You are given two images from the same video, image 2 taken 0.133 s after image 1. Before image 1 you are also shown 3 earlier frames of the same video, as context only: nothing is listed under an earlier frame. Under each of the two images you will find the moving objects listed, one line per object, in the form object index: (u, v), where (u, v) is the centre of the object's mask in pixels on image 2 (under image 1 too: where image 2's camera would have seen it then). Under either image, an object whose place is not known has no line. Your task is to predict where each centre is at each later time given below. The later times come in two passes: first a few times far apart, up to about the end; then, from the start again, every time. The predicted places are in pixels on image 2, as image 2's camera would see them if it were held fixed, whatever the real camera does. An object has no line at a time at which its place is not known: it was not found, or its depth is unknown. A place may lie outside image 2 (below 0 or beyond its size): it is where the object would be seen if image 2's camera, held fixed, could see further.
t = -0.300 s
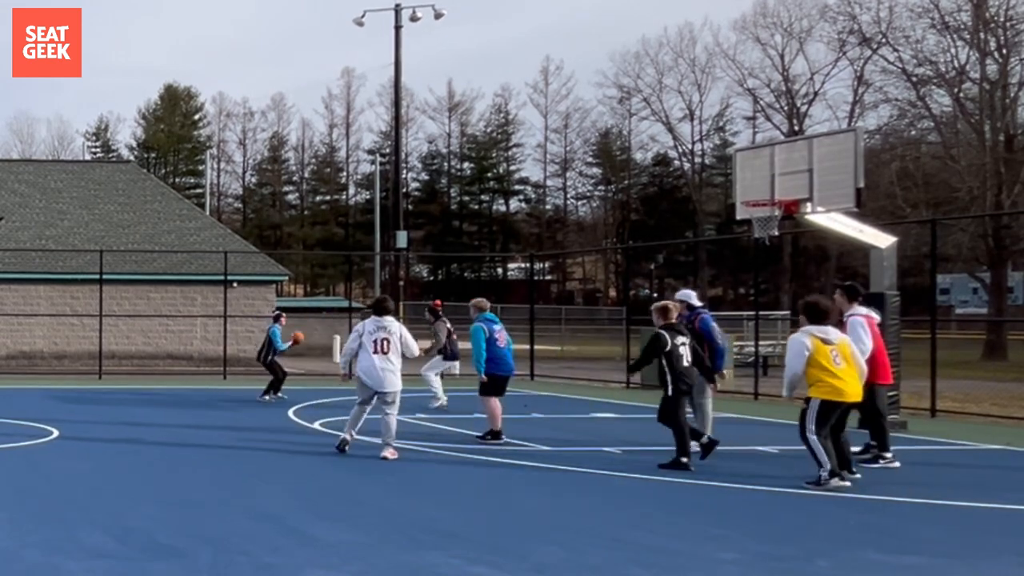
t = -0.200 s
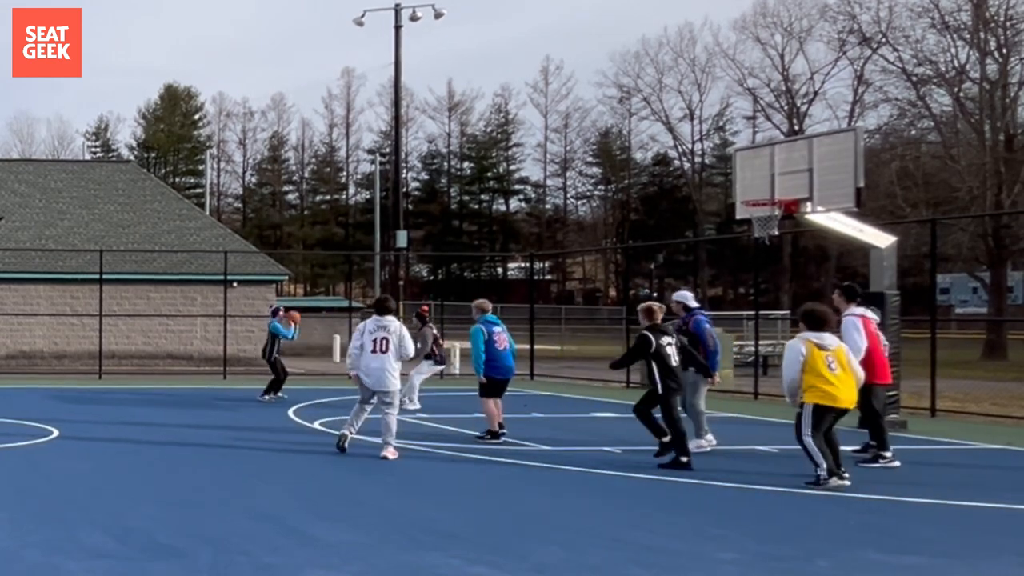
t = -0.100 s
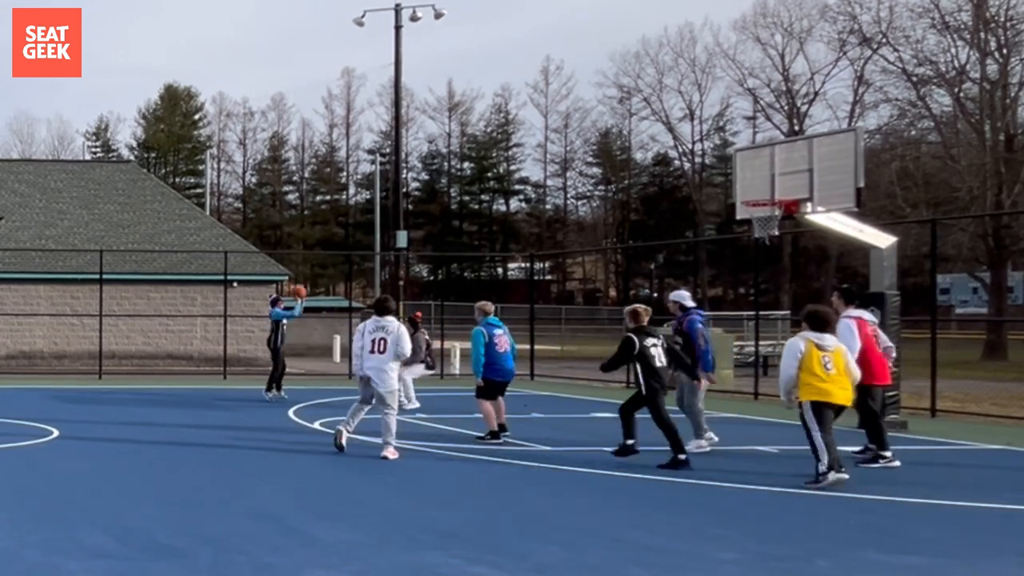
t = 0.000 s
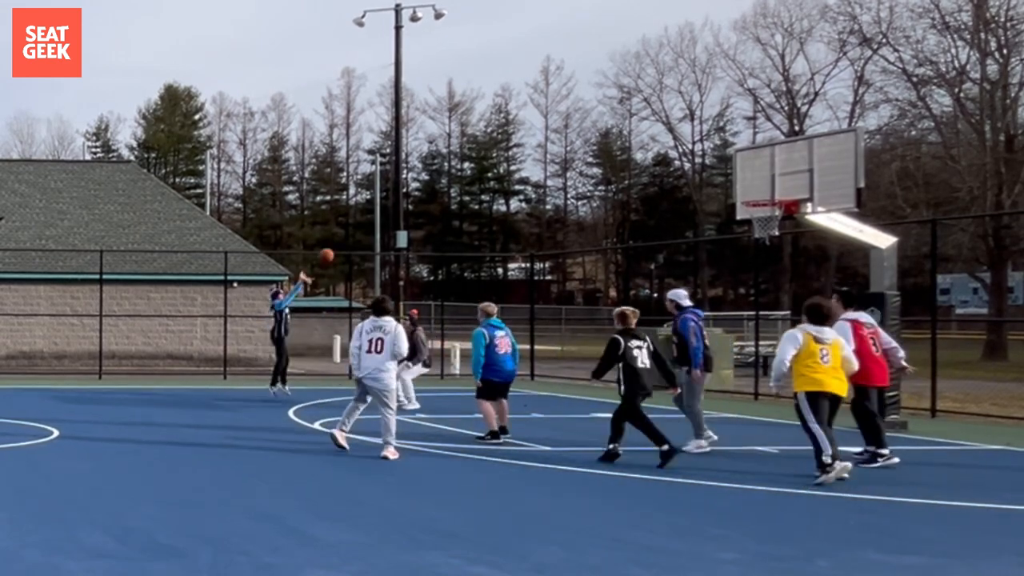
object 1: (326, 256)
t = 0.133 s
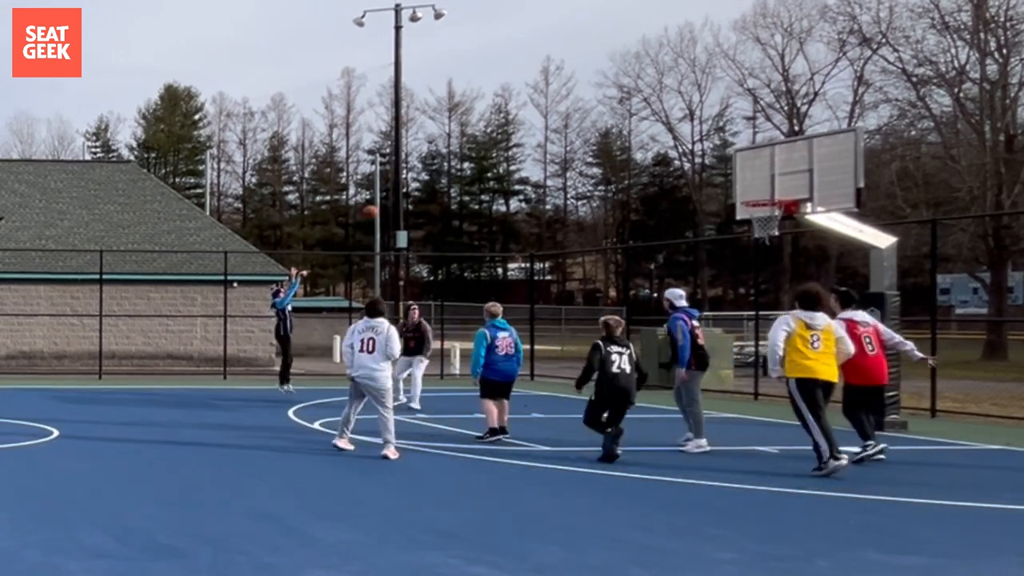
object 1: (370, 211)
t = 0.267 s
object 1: (416, 178)
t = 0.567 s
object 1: (528, 134)
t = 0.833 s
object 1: (637, 143)
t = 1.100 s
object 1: (753, 197)
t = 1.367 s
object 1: (765, 191)
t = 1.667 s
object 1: (775, 188)
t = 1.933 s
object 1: (761, 224)
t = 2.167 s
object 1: (756, 283)
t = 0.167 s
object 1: (383, 203)
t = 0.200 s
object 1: (393, 194)
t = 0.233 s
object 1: (405, 186)
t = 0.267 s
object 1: (416, 178)
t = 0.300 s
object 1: (429, 170)
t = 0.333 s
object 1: (441, 165)
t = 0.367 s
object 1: (453, 158)
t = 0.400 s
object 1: (466, 152)
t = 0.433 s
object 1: (477, 147)
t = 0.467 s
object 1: (490, 143)
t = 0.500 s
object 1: (503, 140)
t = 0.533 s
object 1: (515, 136)
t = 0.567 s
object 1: (528, 134)
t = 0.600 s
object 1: (540, 132)
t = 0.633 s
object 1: (554, 132)
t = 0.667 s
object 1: (567, 131)
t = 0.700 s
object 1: (580, 132)
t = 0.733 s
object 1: (594, 133)
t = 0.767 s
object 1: (609, 135)
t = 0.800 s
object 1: (622, 139)
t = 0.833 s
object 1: (637, 143)
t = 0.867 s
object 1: (650, 147)
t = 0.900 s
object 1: (665, 152)
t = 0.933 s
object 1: (680, 158)
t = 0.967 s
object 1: (696, 165)
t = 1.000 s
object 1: (710, 173)
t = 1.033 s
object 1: (725, 181)
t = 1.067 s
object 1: (740, 191)
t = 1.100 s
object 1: (753, 197)
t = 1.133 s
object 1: (763, 198)
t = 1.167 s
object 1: (776, 199)
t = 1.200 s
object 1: (768, 199)
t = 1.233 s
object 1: (758, 199)
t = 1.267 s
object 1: (751, 198)
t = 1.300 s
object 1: (756, 196)
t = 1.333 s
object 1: (761, 193)
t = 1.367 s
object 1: (765, 191)
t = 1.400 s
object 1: (770, 191)
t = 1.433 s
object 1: (775, 191)
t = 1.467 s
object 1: (780, 191)
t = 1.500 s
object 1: (782, 191)
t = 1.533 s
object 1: (781, 189)
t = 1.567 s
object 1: (779, 188)
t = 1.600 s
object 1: (778, 187)
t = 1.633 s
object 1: (776, 187)
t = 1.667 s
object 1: (775, 188)
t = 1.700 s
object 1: (774, 190)
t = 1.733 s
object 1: (772, 192)
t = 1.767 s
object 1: (771, 196)
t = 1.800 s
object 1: (769, 199)
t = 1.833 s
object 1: (766, 204)
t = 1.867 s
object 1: (765, 209)
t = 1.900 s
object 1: (762, 213)
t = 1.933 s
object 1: (761, 224)
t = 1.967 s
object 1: (760, 227)
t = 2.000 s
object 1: (764, 238)
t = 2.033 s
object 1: (760, 244)
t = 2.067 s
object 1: (759, 253)
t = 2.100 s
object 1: (758, 262)
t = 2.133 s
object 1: (757, 273)
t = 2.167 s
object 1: (756, 283)
